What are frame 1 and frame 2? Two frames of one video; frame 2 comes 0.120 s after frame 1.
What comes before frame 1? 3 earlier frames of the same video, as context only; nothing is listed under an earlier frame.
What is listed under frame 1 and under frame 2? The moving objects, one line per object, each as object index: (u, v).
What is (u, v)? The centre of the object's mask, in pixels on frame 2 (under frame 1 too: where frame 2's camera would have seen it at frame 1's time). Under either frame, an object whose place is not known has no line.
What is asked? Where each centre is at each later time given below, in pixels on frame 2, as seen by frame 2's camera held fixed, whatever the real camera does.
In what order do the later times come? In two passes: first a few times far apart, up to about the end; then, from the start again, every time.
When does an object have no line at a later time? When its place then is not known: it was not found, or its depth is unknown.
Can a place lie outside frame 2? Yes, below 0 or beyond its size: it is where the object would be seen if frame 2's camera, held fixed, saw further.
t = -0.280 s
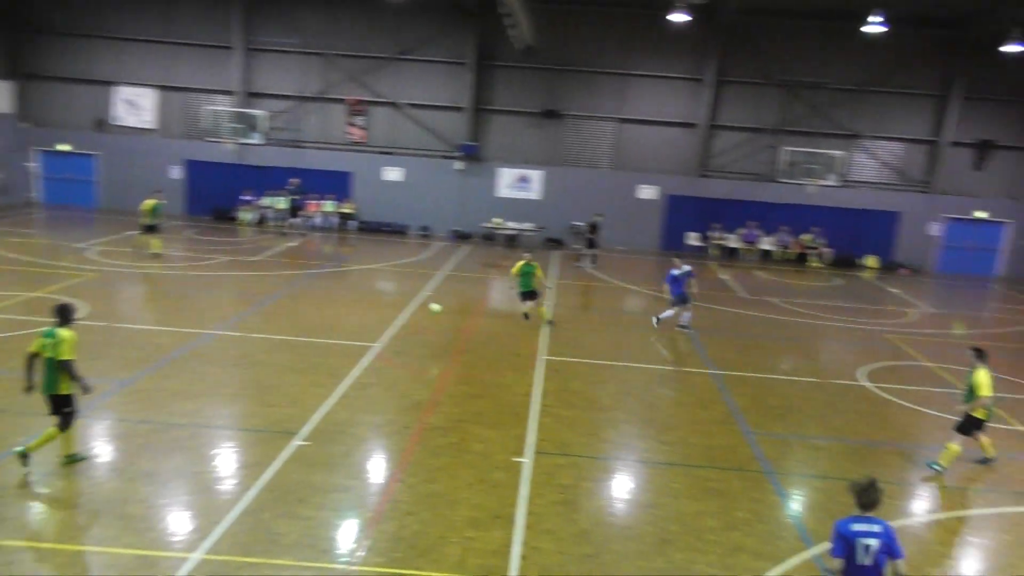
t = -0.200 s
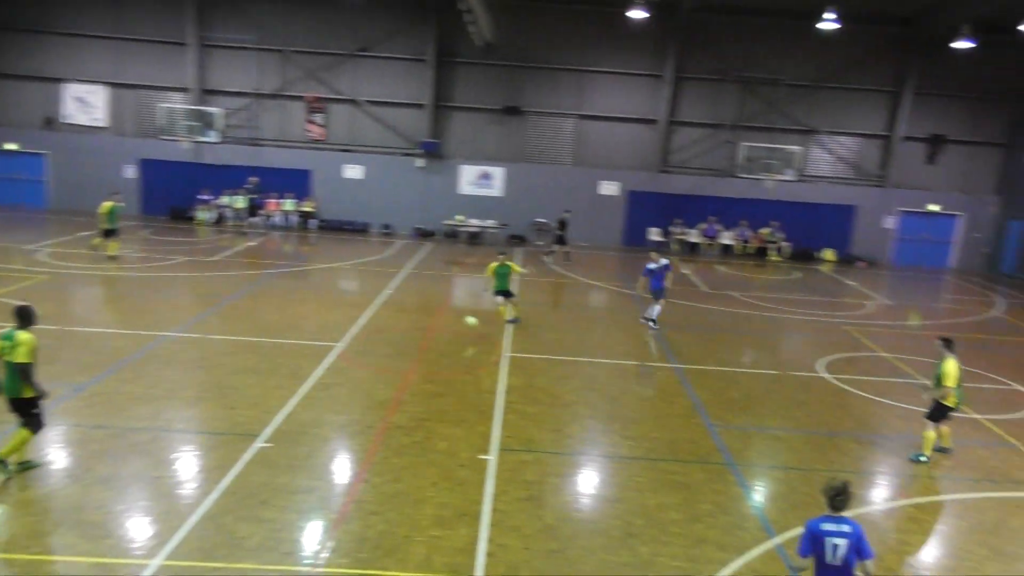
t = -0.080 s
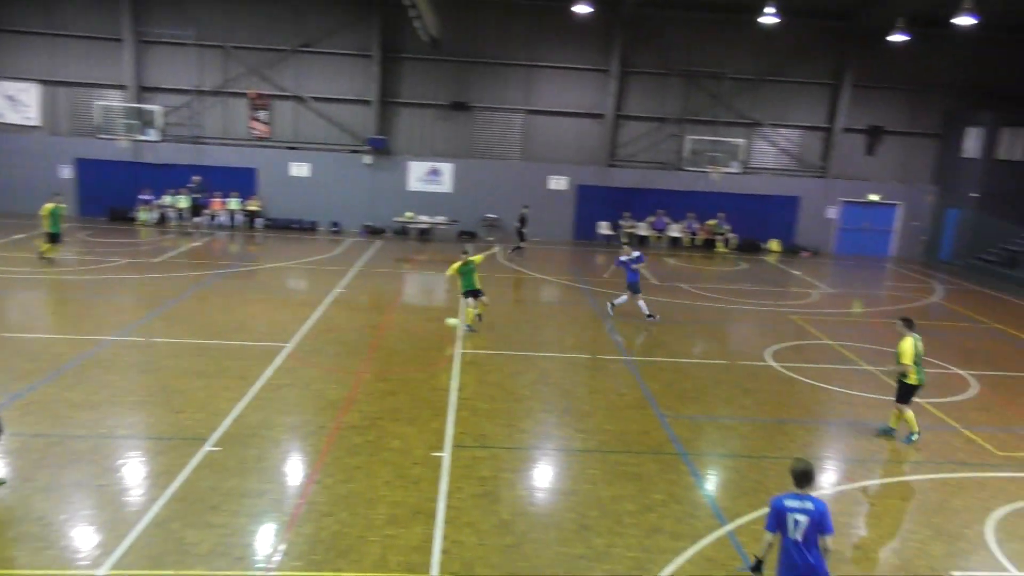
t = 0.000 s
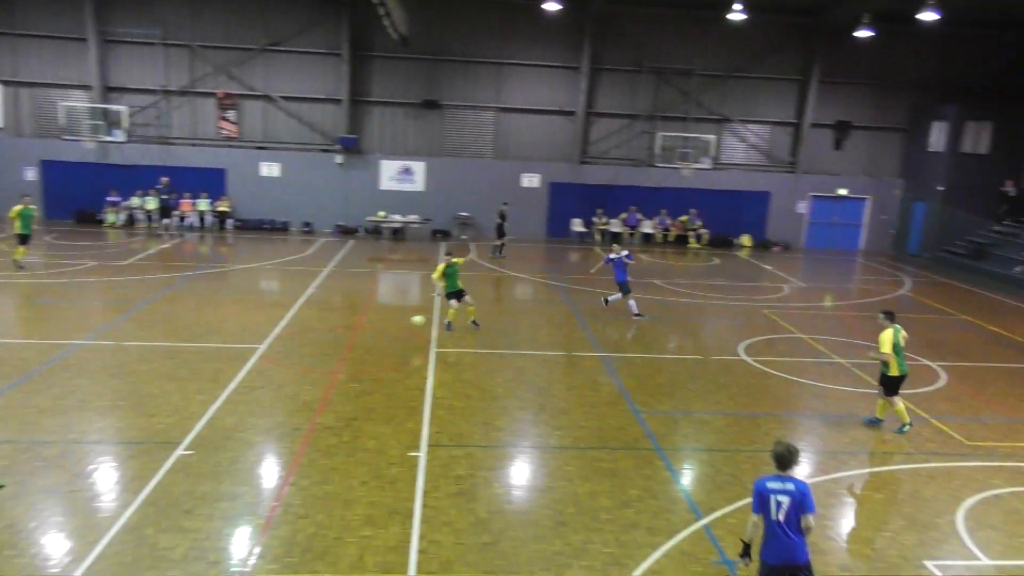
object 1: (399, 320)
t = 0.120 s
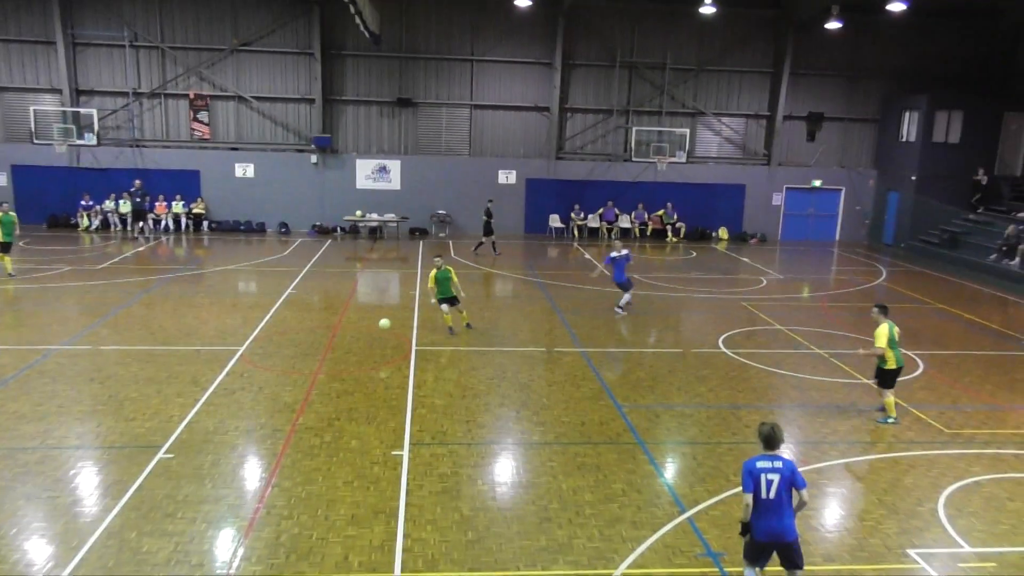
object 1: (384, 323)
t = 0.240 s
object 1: (370, 336)
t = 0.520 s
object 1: (337, 368)
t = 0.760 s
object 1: (305, 400)
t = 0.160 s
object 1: (380, 326)
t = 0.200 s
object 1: (375, 331)
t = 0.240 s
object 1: (370, 336)
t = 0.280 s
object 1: (366, 342)
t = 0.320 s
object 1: (360, 350)
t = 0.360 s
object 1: (356, 360)
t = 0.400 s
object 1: (351, 365)
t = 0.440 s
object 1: (346, 364)
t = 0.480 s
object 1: (342, 365)
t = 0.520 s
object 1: (337, 368)
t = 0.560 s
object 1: (331, 372)
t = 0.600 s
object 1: (327, 376)
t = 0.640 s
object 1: (321, 382)
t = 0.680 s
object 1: (315, 390)
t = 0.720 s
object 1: (311, 397)
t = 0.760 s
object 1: (305, 400)
